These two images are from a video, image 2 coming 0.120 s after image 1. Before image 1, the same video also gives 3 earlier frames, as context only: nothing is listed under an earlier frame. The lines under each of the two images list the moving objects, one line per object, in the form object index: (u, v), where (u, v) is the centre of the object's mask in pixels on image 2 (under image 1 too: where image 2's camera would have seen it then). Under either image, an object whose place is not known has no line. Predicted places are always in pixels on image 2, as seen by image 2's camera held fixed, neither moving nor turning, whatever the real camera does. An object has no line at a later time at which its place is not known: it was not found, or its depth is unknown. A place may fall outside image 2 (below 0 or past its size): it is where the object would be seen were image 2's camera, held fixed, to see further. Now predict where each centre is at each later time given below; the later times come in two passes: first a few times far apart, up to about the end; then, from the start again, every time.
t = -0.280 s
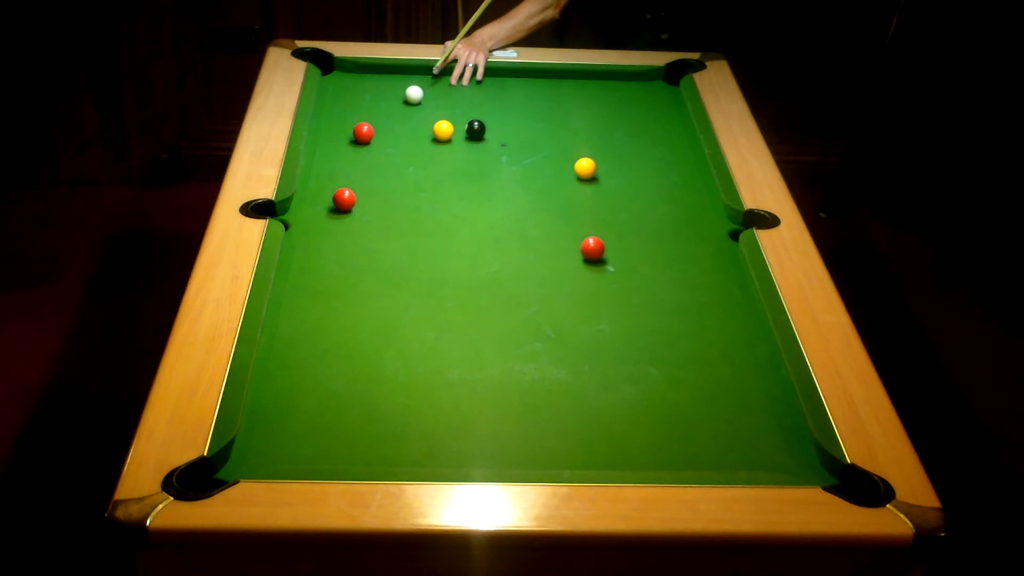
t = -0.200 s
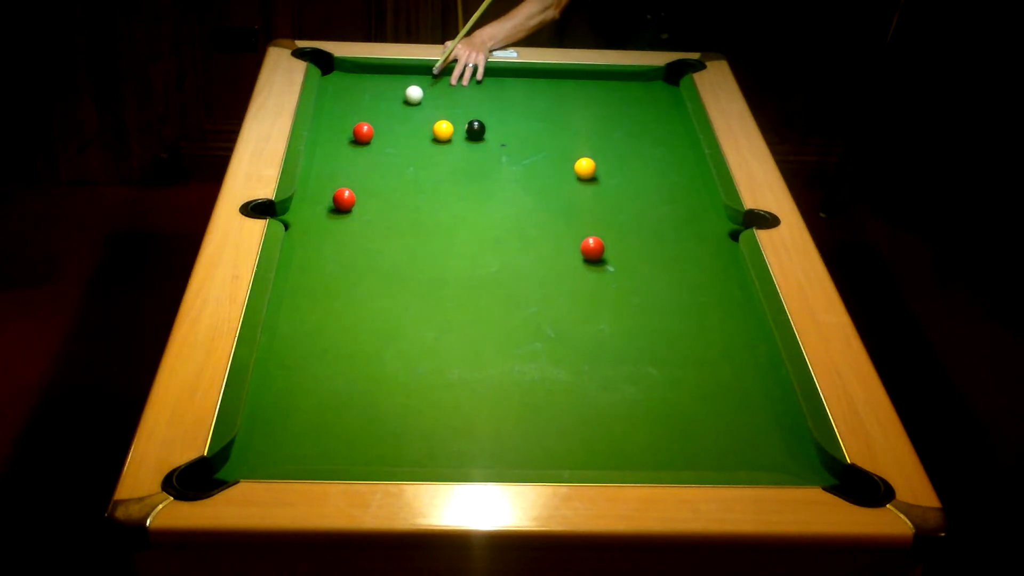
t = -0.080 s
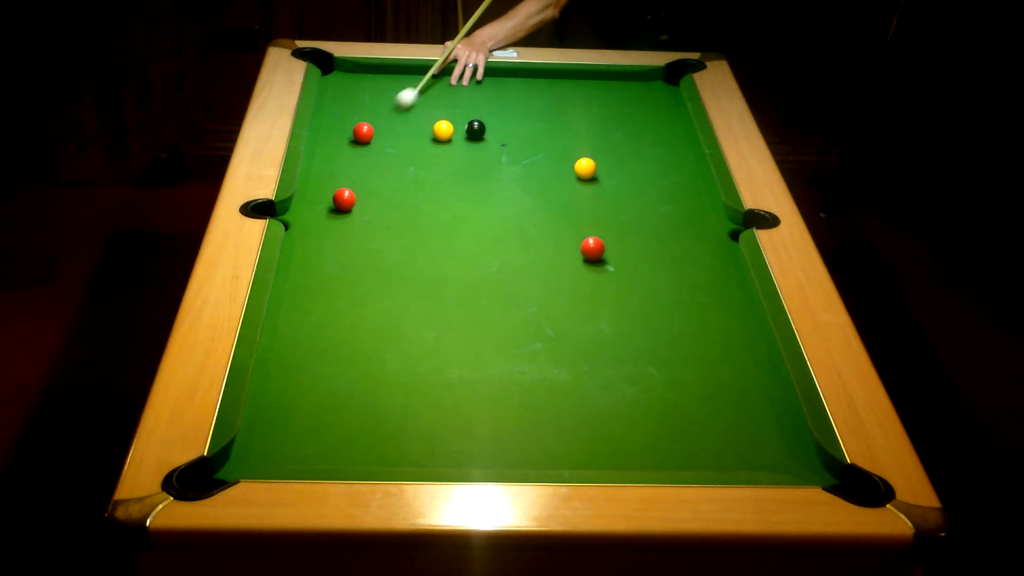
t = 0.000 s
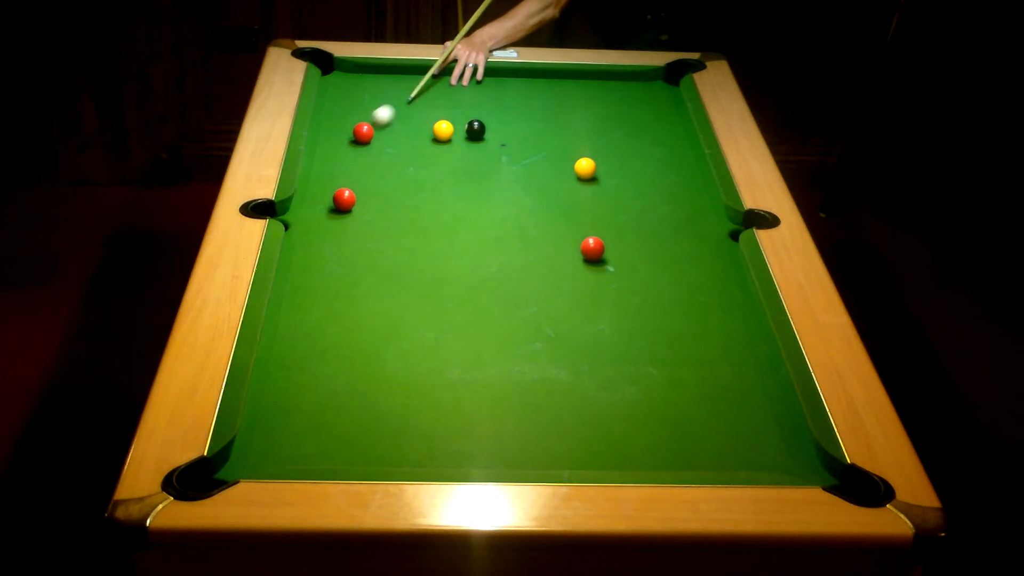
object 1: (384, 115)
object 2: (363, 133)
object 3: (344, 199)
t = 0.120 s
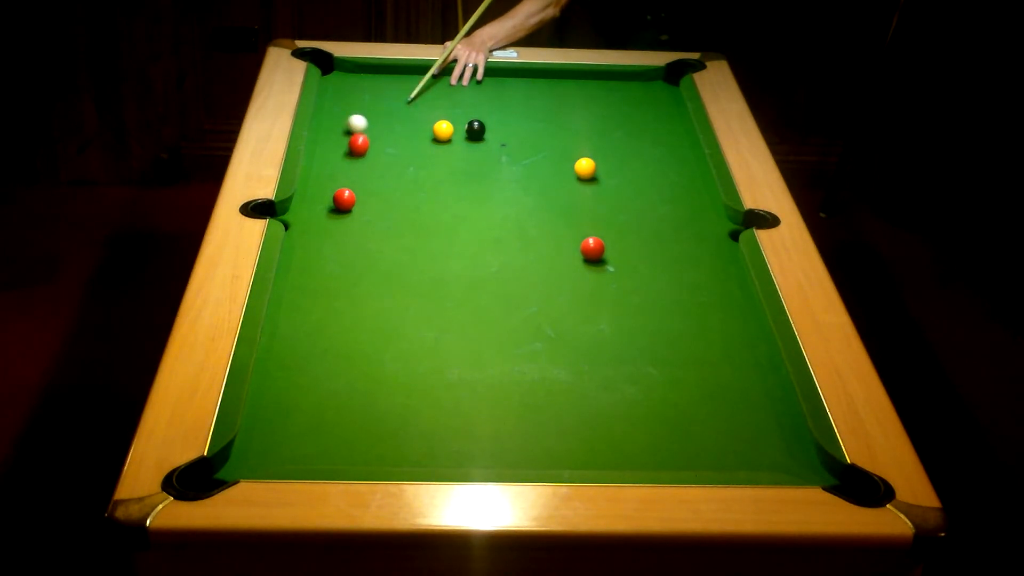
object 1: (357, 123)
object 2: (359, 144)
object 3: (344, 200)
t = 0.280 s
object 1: (333, 120)
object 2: (350, 166)
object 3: (344, 200)
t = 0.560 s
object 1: (344, 113)
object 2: (331, 193)
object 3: (347, 212)
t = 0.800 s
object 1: (368, 106)
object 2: (311, 202)
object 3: (352, 234)
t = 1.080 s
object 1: (392, 99)
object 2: (290, 212)
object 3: (358, 260)
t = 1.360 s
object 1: (413, 93)
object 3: (363, 286)
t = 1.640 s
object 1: (431, 88)
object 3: (368, 311)
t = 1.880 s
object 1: (444, 85)
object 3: (372, 331)
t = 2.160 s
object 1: (456, 81)
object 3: (376, 355)
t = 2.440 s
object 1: (465, 79)
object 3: (379, 376)
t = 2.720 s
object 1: (472, 77)
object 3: (382, 396)
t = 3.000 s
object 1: (478, 76)
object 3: (384, 414)
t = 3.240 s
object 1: (480, 75)
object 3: (385, 426)
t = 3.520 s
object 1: (480, 75)
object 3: (385, 439)
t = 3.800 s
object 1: (480, 75)
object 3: (384, 448)
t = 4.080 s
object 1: (480, 75)
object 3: (383, 454)
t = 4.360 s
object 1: (480, 75)
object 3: (382, 456)
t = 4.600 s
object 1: (480, 75)
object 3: (381, 456)
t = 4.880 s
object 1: (480, 75)
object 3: (380, 456)
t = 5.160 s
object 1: (480, 75)
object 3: (380, 456)
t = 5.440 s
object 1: (480, 75)
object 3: (380, 456)
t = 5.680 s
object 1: (480, 75)
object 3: (380, 456)
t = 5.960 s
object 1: (480, 75)
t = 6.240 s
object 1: (480, 75)
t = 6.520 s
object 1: (480, 75)
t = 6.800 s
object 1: (480, 75)
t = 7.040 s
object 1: (480, 75)
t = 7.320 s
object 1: (480, 75)
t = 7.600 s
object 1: (480, 75)
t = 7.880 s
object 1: (480, 75)
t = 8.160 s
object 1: (480, 75)
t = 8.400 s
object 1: (480, 75)
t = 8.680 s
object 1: (480, 75)
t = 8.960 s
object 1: (480, 75)
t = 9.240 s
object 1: (480, 75)
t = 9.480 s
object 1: (480, 75)
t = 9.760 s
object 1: (480, 75)
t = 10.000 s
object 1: (480, 75)
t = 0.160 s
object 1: (351, 123)
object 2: (356, 150)
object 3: (344, 200)
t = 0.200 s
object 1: (345, 122)
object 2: (354, 155)
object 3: (344, 200)
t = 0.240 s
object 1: (339, 121)
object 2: (352, 161)
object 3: (344, 200)
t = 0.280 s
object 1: (333, 120)
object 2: (350, 166)
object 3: (344, 200)
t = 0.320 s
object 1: (327, 120)
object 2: (348, 171)
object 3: (344, 199)
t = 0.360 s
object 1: (323, 119)
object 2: (346, 177)
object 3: (344, 199)
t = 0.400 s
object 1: (327, 117)
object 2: (343, 180)
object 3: (344, 200)
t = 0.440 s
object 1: (331, 116)
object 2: (340, 184)
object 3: (344, 200)
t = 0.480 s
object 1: (336, 115)
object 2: (336, 188)
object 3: (345, 203)
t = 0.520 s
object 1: (340, 114)
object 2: (333, 191)
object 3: (346, 208)
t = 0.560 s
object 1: (344, 113)
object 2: (331, 193)
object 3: (347, 212)
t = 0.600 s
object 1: (348, 111)
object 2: (327, 195)
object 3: (348, 215)
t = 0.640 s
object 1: (352, 110)
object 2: (324, 196)
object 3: (349, 219)
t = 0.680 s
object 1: (356, 109)
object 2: (321, 198)
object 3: (350, 223)
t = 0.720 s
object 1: (360, 108)
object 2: (318, 199)
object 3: (351, 226)
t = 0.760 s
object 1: (364, 107)
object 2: (314, 201)
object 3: (351, 230)
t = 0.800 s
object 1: (368, 106)
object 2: (311, 202)
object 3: (352, 234)
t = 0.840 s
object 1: (371, 105)
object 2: (308, 204)
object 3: (353, 238)
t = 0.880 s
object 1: (375, 104)
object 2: (305, 205)
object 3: (354, 241)
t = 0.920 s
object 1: (379, 103)
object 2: (302, 207)
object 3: (355, 245)
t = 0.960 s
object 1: (382, 102)
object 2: (299, 208)
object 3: (356, 249)
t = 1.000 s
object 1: (386, 101)
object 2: (296, 209)
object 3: (356, 252)
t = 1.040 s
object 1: (389, 100)
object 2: (293, 211)
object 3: (357, 256)
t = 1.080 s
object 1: (392, 99)
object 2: (290, 212)
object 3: (358, 260)
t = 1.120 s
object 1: (395, 98)
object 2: (287, 214)
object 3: (359, 263)
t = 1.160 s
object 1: (399, 97)
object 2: (283, 216)
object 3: (359, 267)
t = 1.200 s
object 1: (402, 97)
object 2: (280, 219)
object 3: (360, 271)
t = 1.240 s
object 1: (404, 96)
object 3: (361, 274)
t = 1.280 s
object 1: (407, 95)
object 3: (362, 278)
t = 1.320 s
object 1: (410, 94)
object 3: (363, 282)
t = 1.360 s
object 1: (413, 93)
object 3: (363, 286)
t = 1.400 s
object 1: (416, 93)
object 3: (364, 289)
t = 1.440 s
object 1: (418, 92)
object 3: (365, 293)
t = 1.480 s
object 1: (421, 91)
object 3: (366, 296)
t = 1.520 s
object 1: (424, 90)
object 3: (366, 300)
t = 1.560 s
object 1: (426, 90)
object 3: (367, 304)
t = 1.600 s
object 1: (428, 89)
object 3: (367, 307)
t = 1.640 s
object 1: (431, 88)
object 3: (368, 311)
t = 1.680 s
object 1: (433, 88)
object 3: (369, 314)
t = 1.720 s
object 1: (435, 87)
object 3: (370, 318)
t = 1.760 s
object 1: (437, 86)
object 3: (370, 321)
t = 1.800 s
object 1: (440, 86)
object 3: (371, 325)
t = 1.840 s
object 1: (442, 85)
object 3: (371, 328)
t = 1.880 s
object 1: (444, 85)
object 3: (372, 331)
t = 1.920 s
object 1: (445, 84)
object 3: (373, 334)
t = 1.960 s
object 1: (447, 84)
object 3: (373, 338)
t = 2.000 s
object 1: (449, 83)
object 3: (374, 341)
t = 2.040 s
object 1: (451, 83)
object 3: (375, 345)
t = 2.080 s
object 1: (452, 82)
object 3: (375, 348)
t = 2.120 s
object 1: (454, 82)
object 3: (376, 351)
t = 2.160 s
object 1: (456, 81)
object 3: (376, 355)
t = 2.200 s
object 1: (457, 81)
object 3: (377, 357)
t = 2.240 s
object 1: (459, 81)
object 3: (377, 361)
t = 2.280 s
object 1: (460, 80)
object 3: (378, 364)
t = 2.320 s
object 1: (461, 80)
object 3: (378, 367)
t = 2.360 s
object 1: (463, 79)
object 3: (379, 370)
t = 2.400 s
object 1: (464, 79)
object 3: (379, 373)
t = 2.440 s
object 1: (465, 79)
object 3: (379, 376)
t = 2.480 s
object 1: (466, 78)
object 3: (380, 379)
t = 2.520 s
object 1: (467, 78)
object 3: (380, 382)
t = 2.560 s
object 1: (468, 78)
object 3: (381, 385)
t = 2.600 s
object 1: (470, 77)
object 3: (381, 388)
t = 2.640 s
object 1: (471, 77)
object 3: (381, 391)
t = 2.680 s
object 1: (472, 77)
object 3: (382, 393)
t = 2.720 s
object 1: (472, 77)
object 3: (382, 396)
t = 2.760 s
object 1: (473, 77)
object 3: (382, 399)
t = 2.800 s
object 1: (474, 77)
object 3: (382, 401)
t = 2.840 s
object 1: (475, 76)
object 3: (383, 404)
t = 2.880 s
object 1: (476, 76)
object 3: (383, 407)
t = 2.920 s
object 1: (476, 76)
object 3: (383, 409)
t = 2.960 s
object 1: (477, 76)
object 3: (383, 411)
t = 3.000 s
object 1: (478, 76)
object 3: (384, 414)
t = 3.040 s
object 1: (478, 76)
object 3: (384, 416)
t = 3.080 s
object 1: (479, 75)
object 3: (384, 418)
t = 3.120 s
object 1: (479, 75)
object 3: (384, 420)
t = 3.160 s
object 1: (479, 75)
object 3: (384, 423)
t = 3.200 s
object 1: (479, 75)
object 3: (385, 424)
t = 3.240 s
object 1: (480, 75)
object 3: (385, 426)
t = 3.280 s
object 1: (480, 75)
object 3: (385, 429)
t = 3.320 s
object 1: (480, 75)
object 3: (385, 430)
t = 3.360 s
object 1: (480, 75)
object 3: (385, 432)
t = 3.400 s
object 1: (480, 75)
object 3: (385, 434)
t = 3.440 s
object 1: (480, 75)
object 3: (385, 436)
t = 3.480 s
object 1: (480, 75)
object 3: (385, 437)
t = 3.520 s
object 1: (480, 75)
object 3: (385, 439)
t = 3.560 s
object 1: (480, 75)
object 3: (385, 440)
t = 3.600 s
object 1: (480, 75)
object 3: (385, 442)
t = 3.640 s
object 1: (480, 75)
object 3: (384, 443)
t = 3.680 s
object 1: (480, 75)
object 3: (384, 445)
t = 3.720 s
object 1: (480, 75)
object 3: (384, 446)
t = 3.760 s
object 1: (480, 75)
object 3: (384, 447)
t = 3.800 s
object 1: (480, 75)
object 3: (384, 448)
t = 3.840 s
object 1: (480, 75)
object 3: (384, 450)
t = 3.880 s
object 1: (480, 75)
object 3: (383, 451)
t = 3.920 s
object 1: (480, 75)
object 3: (383, 452)
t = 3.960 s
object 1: (480, 75)
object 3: (383, 452)
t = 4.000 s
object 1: (480, 75)
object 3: (383, 453)
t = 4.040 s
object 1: (480, 75)
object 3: (383, 453)
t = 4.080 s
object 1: (480, 75)
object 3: (383, 454)
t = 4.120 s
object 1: (480, 75)
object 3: (383, 454)
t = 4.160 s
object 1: (480, 75)
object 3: (383, 455)
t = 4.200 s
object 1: (480, 75)
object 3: (382, 455)
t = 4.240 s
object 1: (480, 75)
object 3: (382, 455)
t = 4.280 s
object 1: (480, 75)
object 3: (382, 455)
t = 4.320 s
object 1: (480, 75)
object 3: (382, 456)
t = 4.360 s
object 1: (480, 75)
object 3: (382, 456)
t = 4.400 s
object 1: (480, 75)
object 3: (382, 456)
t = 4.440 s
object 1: (480, 75)
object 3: (382, 456)
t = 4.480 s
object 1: (480, 75)
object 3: (381, 456)
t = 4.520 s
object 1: (480, 75)
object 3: (381, 456)
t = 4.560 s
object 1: (480, 75)
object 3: (381, 456)
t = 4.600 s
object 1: (480, 75)
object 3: (381, 456)
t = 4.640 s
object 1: (480, 75)
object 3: (380, 456)
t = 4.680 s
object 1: (480, 75)
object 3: (380, 456)
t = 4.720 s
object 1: (480, 75)
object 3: (380, 456)
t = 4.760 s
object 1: (480, 75)
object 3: (380, 456)
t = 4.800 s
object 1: (480, 75)
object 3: (380, 456)
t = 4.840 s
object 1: (480, 75)
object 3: (380, 456)
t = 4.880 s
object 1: (480, 75)
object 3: (380, 456)
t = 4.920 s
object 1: (480, 75)
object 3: (380, 456)
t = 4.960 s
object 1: (480, 75)
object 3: (380, 456)
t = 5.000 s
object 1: (480, 75)
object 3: (380, 456)
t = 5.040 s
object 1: (480, 75)
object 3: (380, 456)
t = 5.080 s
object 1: (480, 75)
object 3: (380, 456)
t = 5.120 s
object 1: (480, 75)
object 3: (380, 456)
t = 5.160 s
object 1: (480, 75)
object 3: (380, 456)
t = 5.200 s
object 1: (480, 75)
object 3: (380, 456)
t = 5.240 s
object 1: (480, 75)
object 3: (380, 456)
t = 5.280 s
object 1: (480, 75)
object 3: (380, 456)
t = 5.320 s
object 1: (480, 75)
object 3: (380, 456)
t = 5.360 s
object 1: (480, 75)
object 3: (380, 456)
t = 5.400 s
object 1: (480, 75)
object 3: (380, 456)
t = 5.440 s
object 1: (480, 75)
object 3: (380, 456)
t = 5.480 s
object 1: (480, 75)
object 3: (380, 456)
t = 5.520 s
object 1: (480, 75)
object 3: (380, 456)
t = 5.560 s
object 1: (480, 75)
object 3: (380, 456)
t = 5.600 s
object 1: (480, 75)
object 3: (380, 456)
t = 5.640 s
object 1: (480, 75)
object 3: (380, 456)
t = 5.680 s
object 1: (480, 75)
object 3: (380, 456)
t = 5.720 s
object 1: (480, 75)
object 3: (380, 456)
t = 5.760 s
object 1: (480, 75)
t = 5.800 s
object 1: (480, 75)
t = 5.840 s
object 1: (480, 75)
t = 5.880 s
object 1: (480, 75)
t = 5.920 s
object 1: (480, 75)
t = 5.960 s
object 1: (480, 75)
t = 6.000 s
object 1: (480, 75)
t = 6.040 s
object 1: (480, 75)
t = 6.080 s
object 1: (480, 75)
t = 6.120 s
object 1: (480, 75)
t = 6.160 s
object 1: (480, 75)
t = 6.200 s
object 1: (480, 75)
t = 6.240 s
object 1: (480, 75)
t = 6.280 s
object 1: (480, 75)
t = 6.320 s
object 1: (480, 75)
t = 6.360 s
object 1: (480, 75)
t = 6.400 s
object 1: (480, 75)
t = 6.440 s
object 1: (480, 75)
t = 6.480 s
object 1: (480, 75)
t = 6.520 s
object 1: (480, 75)
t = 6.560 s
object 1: (480, 75)
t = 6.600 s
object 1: (480, 75)
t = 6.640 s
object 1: (480, 75)
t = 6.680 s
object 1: (480, 75)
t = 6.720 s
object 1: (480, 75)
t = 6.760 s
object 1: (480, 75)
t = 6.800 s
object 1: (480, 75)
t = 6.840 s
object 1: (480, 75)
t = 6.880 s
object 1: (480, 75)
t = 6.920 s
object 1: (480, 75)
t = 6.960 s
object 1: (480, 75)
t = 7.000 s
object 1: (480, 75)
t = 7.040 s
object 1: (480, 75)
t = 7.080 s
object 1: (480, 75)
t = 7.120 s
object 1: (480, 75)
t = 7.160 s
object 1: (480, 75)
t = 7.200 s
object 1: (480, 75)
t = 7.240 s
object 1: (480, 75)
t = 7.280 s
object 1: (480, 75)
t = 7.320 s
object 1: (480, 75)
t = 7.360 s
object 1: (480, 75)
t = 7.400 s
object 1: (480, 75)
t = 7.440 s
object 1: (480, 75)
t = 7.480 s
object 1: (480, 75)
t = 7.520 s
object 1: (480, 75)
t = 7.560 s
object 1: (480, 75)
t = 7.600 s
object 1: (480, 75)
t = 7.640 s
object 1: (480, 75)
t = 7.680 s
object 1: (480, 75)
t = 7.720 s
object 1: (480, 75)
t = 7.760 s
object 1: (480, 75)
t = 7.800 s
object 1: (480, 75)
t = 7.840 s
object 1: (480, 75)
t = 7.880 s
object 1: (480, 75)
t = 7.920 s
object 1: (480, 75)
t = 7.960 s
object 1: (480, 75)
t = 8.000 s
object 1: (480, 75)
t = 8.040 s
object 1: (480, 75)
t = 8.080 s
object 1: (480, 75)
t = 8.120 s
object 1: (480, 75)
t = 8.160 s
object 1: (480, 75)
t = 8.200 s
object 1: (480, 75)
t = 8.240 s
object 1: (480, 75)
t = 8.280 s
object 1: (480, 75)
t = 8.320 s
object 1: (480, 75)
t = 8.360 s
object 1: (480, 75)
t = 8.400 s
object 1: (480, 75)
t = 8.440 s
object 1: (480, 75)
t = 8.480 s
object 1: (480, 75)
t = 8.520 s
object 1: (480, 75)
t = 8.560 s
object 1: (480, 75)
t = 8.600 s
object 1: (480, 75)
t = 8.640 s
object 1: (480, 75)
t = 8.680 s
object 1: (480, 75)
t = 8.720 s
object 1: (480, 75)
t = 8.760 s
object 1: (480, 75)
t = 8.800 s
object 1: (480, 75)
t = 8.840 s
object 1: (480, 75)
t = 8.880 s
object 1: (480, 75)
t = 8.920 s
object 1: (480, 75)
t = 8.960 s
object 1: (480, 75)
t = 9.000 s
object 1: (480, 75)
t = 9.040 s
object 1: (480, 75)
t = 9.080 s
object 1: (480, 75)
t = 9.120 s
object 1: (480, 75)
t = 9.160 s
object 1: (480, 75)
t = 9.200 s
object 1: (480, 75)
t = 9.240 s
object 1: (480, 75)
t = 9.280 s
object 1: (480, 75)
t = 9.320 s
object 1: (480, 75)
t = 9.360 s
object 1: (480, 75)
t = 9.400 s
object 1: (480, 75)
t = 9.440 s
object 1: (480, 75)
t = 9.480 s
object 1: (480, 75)
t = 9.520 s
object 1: (480, 75)
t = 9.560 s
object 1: (480, 75)
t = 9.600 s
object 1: (480, 75)
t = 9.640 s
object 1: (480, 75)
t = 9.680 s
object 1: (480, 75)
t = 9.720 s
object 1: (480, 75)
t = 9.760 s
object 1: (480, 75)
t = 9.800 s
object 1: (480, 75)
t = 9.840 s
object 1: (480, 75)
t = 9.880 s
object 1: (480, 75)
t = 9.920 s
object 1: (480, 75)
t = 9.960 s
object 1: (480, 75)
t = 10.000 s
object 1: (480, 75)
